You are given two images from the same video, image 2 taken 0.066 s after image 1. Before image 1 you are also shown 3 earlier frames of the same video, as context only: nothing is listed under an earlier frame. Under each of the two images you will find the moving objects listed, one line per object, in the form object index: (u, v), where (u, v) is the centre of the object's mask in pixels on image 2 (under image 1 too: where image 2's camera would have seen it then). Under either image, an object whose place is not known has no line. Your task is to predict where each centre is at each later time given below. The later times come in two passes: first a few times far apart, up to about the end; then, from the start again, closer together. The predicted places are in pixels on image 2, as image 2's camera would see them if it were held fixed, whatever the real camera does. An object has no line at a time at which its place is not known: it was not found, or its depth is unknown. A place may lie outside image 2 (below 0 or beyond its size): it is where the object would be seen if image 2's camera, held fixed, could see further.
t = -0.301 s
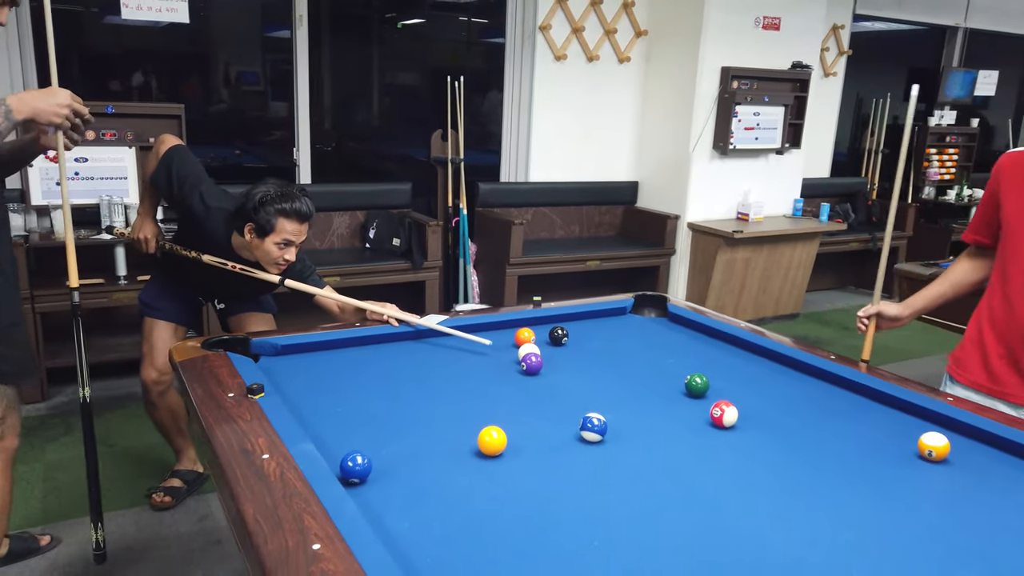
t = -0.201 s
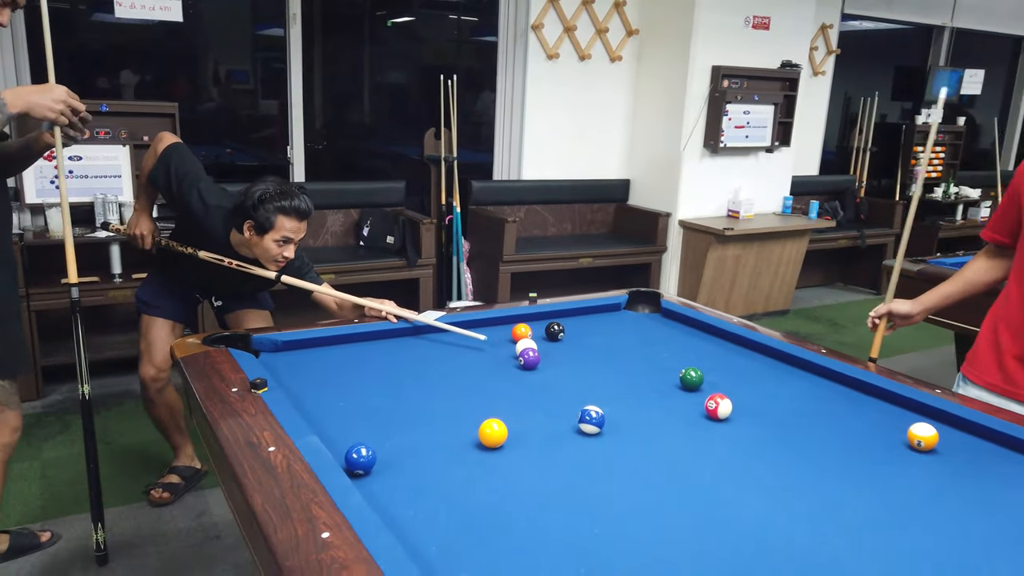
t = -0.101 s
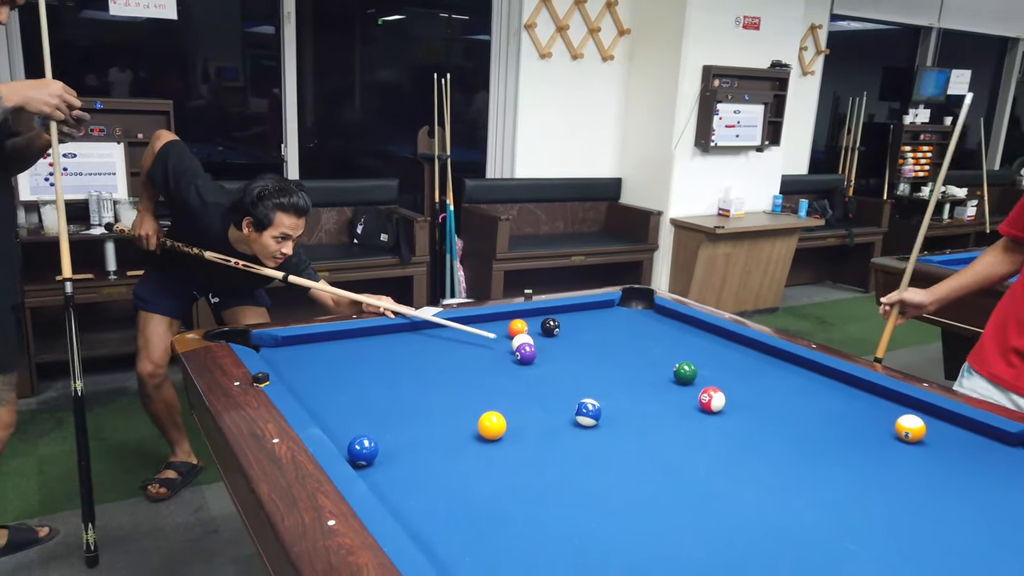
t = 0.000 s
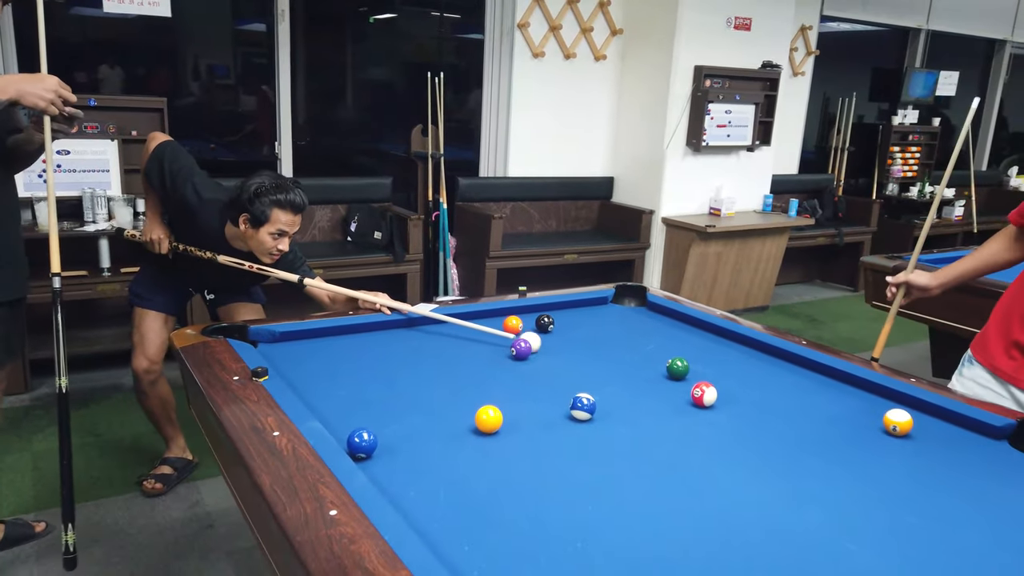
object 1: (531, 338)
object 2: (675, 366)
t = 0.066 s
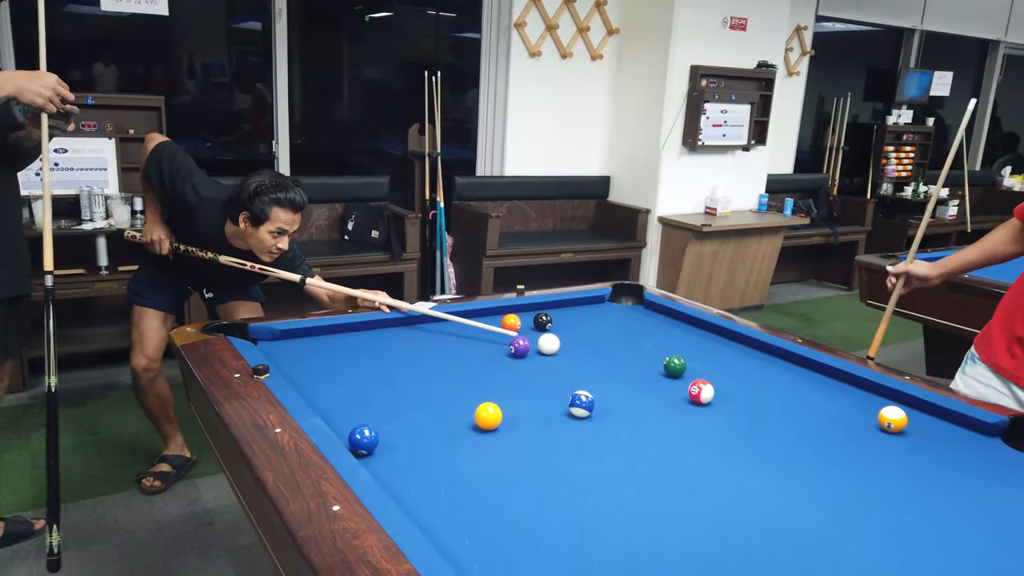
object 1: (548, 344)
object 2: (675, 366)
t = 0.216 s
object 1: (591, 351)
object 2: (675, 366)
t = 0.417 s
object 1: (648, 361)
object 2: (675, 366)
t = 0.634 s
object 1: (663, 363)
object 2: (723, 375)
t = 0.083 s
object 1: (553, 345)
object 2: (674, 366)
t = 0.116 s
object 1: (563, 346)
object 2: (675, 366)
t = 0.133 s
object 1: (567, 347)
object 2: (674, 366)
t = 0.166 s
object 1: (576, 349)
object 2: (675, 366)
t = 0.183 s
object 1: (581, 350)
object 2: (675, 366)
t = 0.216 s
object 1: (591, 351)
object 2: (675, 366)
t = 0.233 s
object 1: (595, 352)
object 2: (675, 366)
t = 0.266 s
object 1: (605, 354)
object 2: (675, 366)
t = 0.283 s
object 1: (610, 354)
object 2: (675, 366)
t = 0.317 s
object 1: (619, 356)
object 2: (674, 366)
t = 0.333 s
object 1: (624, 357)
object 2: (674, 366)
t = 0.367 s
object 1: (634, 359)
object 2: (675, 366)
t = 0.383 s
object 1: (639, 359)
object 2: (675, 366)
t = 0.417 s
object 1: (648, 361)
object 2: (675, 366)
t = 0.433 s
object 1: (652, 362)
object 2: (675, 366)
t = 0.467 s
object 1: (653, 362)
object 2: (684, 368)
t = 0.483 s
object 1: (654, 362)
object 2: (689, 369)
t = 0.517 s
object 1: (655, 362)
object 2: (697, 370)
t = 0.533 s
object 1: (656, 362)
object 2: (701, 370)
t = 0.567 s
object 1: (659, 362)
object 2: (709, 371)
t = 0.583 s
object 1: (660, 363)
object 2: (713, 373)
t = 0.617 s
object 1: (662, 363)
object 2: (719, 374)
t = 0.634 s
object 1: (663, 363)
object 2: (723, 375)
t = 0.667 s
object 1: (666, 363)
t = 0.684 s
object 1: (667, 363)
